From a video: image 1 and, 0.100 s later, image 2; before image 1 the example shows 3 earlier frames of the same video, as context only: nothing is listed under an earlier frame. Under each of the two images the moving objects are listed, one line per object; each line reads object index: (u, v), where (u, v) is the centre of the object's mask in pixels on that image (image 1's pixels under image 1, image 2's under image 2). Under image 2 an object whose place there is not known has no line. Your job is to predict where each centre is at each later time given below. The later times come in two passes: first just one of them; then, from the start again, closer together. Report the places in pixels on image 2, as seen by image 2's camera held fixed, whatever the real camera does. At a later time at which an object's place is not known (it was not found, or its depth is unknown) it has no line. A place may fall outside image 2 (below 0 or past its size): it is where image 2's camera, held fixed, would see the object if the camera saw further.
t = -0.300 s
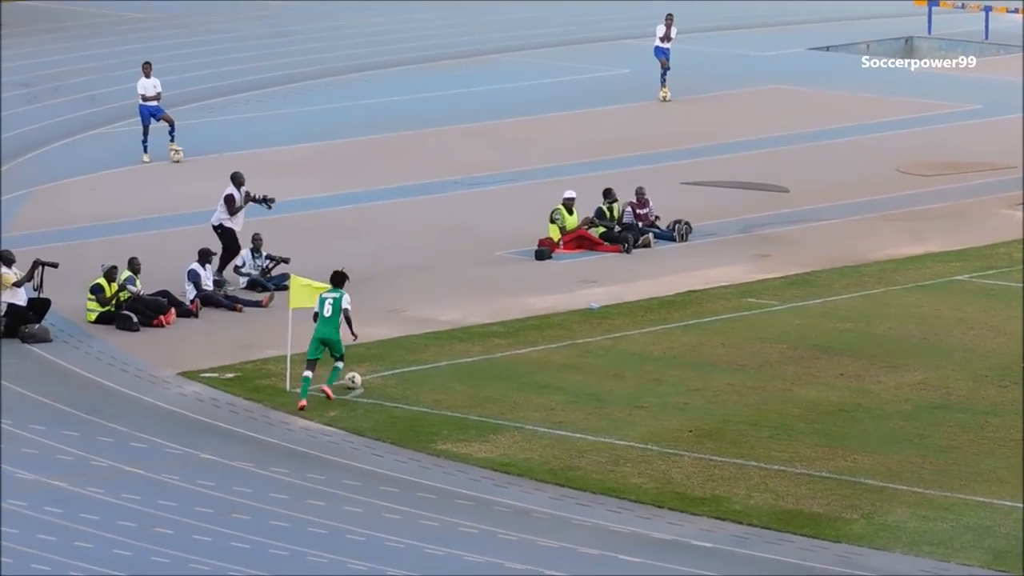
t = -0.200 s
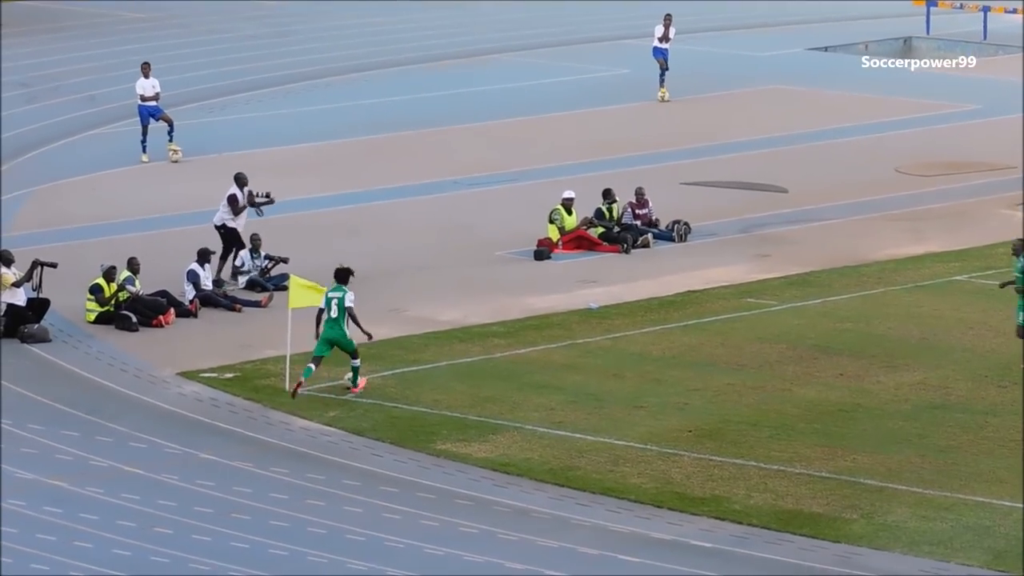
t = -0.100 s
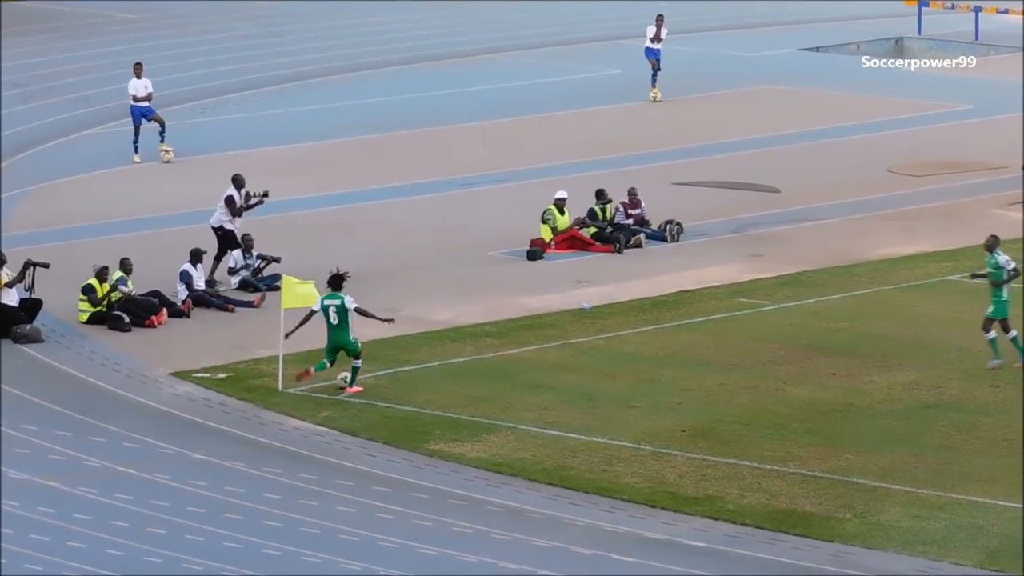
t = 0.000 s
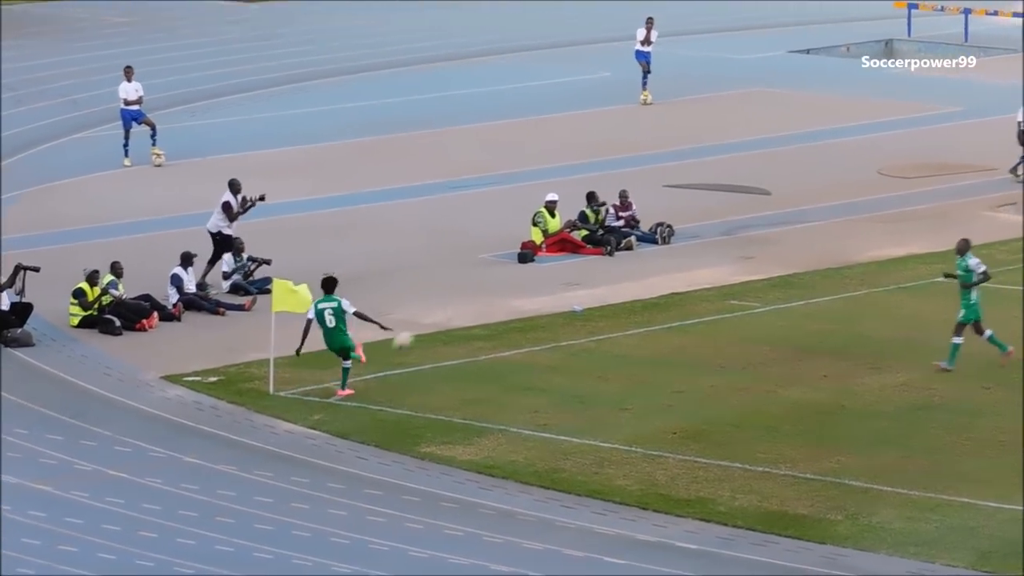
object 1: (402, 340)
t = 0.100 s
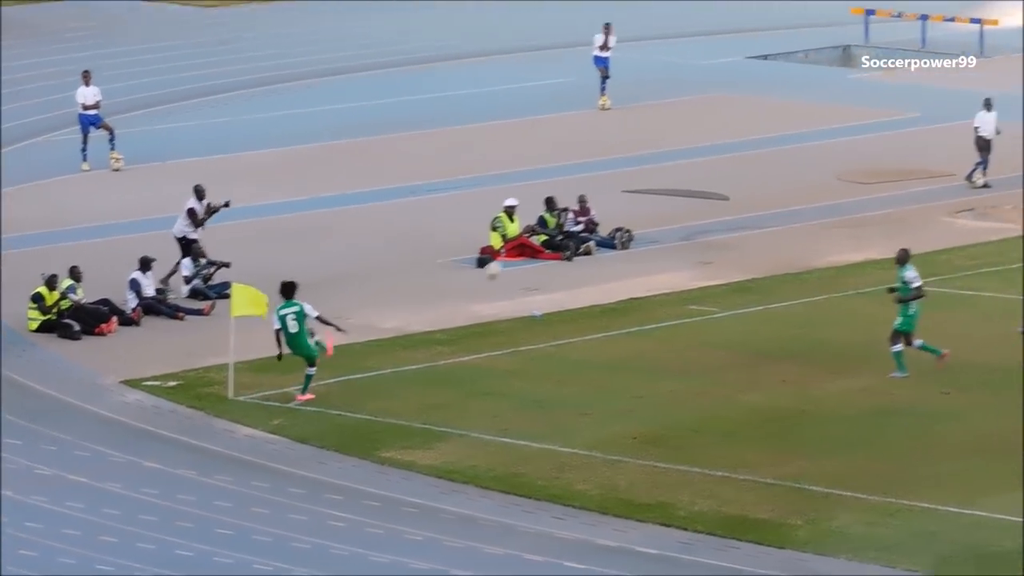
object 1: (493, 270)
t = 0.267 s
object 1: (695, 175)
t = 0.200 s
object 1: (616, 208)
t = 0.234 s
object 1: (655, 191)
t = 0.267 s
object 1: (695, 175)
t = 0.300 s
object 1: (732, 160)
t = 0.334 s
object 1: (769, 146)
